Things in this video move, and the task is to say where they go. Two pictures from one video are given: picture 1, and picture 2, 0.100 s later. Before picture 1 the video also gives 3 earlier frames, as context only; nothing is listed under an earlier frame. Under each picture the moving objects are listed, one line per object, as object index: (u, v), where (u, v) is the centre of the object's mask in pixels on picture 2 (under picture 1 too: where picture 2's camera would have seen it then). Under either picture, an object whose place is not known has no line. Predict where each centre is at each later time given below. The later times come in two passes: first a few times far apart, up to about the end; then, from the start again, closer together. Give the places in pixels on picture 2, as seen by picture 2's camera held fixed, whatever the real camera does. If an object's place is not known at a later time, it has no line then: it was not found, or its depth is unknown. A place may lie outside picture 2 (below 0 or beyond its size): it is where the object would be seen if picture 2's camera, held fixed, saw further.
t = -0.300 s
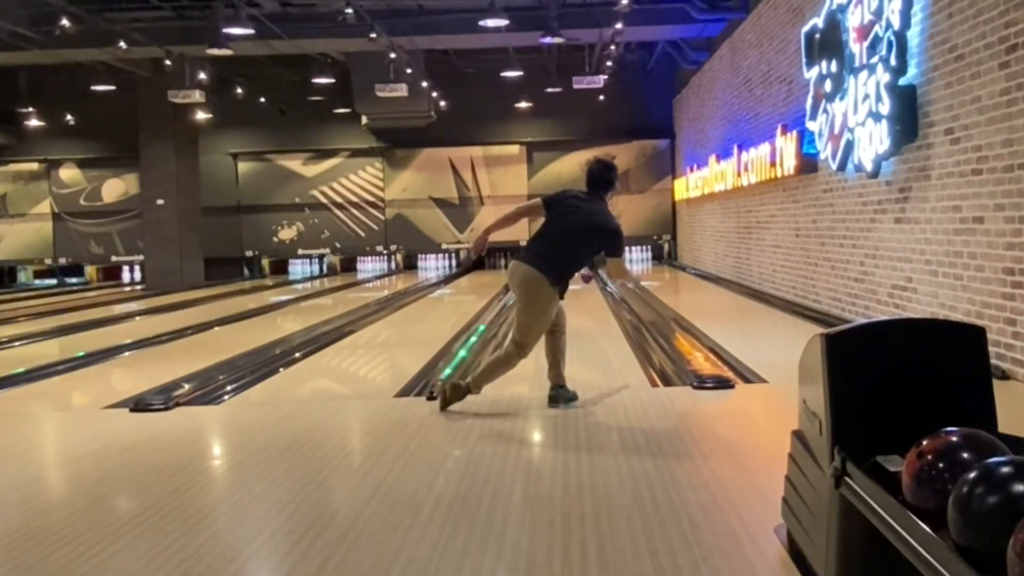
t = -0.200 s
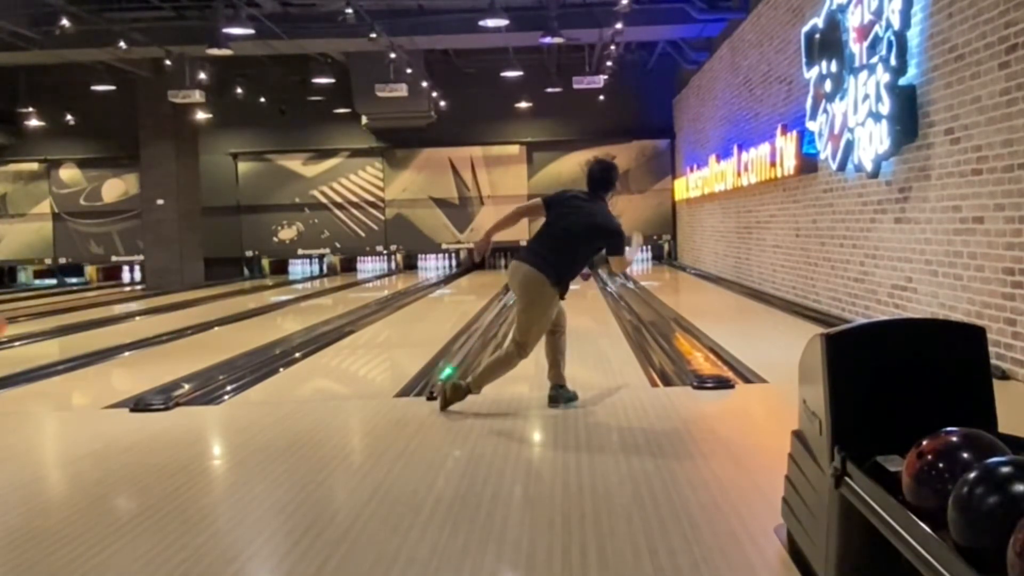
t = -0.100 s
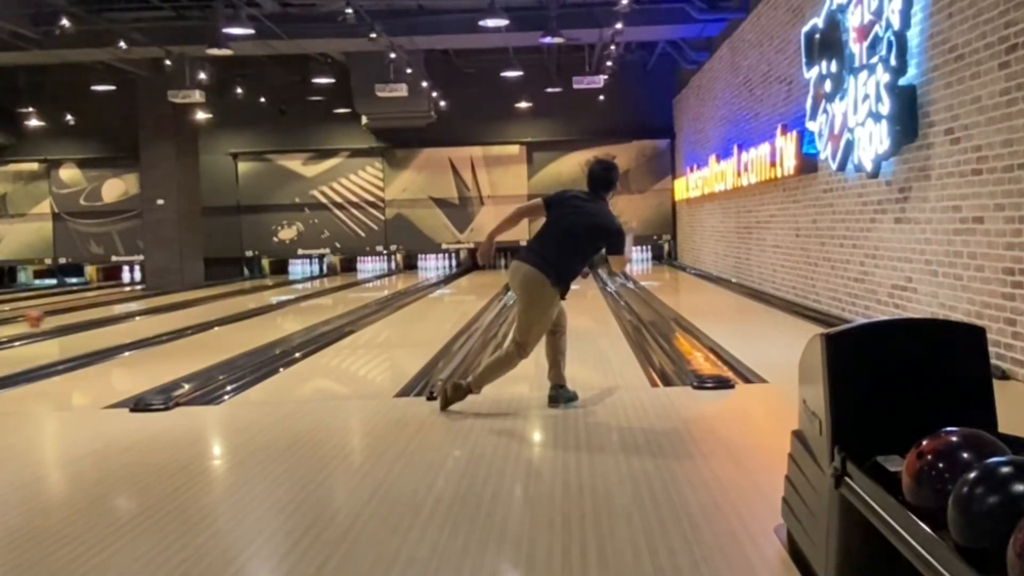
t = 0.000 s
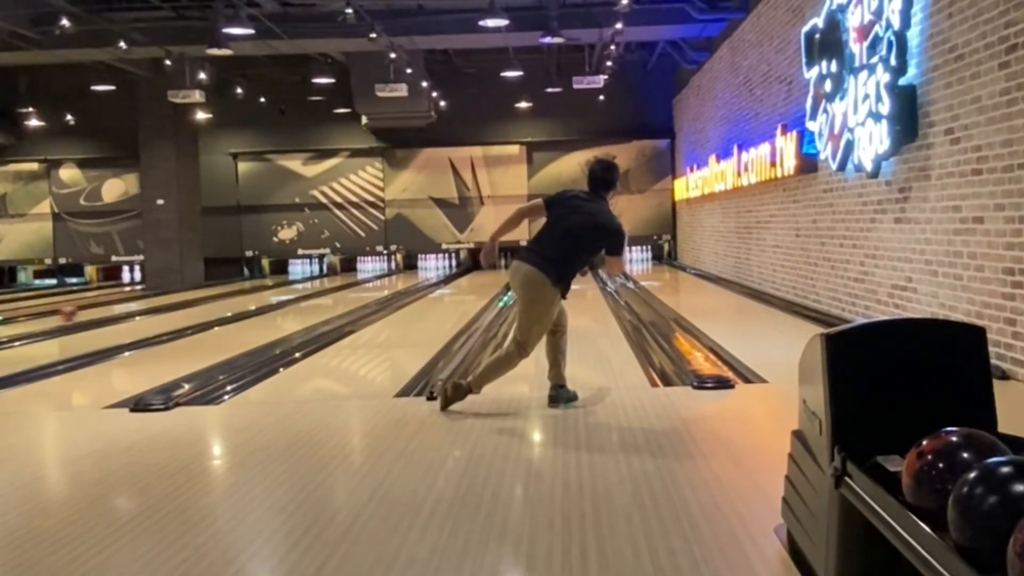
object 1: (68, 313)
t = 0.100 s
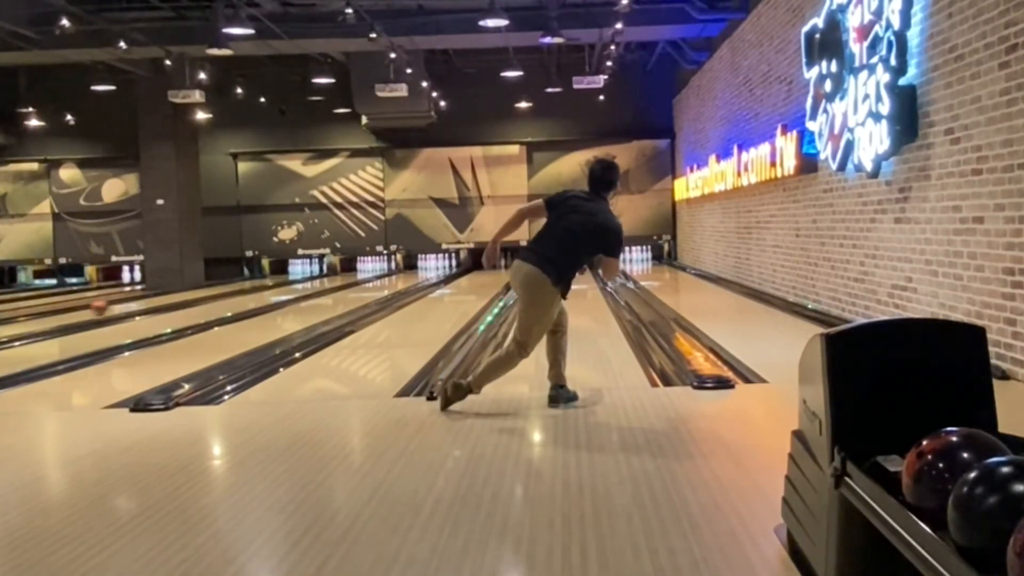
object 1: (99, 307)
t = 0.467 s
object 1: (186, 293)
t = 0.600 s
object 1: (210, 289)
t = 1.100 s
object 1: (270, 277)
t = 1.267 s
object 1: (280, 275)
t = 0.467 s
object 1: (186, 293)
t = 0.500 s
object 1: (191, 291)
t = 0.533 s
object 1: (197, 290)
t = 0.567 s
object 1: (203, 290)
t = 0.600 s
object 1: (210, 289)
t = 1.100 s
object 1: (270, 277)
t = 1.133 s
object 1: (272, 278)
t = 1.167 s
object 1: (274, 277)
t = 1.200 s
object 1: (276, 276)
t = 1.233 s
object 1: (278, 276)
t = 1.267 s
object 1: (280, 275)
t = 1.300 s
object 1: (283, 275)
